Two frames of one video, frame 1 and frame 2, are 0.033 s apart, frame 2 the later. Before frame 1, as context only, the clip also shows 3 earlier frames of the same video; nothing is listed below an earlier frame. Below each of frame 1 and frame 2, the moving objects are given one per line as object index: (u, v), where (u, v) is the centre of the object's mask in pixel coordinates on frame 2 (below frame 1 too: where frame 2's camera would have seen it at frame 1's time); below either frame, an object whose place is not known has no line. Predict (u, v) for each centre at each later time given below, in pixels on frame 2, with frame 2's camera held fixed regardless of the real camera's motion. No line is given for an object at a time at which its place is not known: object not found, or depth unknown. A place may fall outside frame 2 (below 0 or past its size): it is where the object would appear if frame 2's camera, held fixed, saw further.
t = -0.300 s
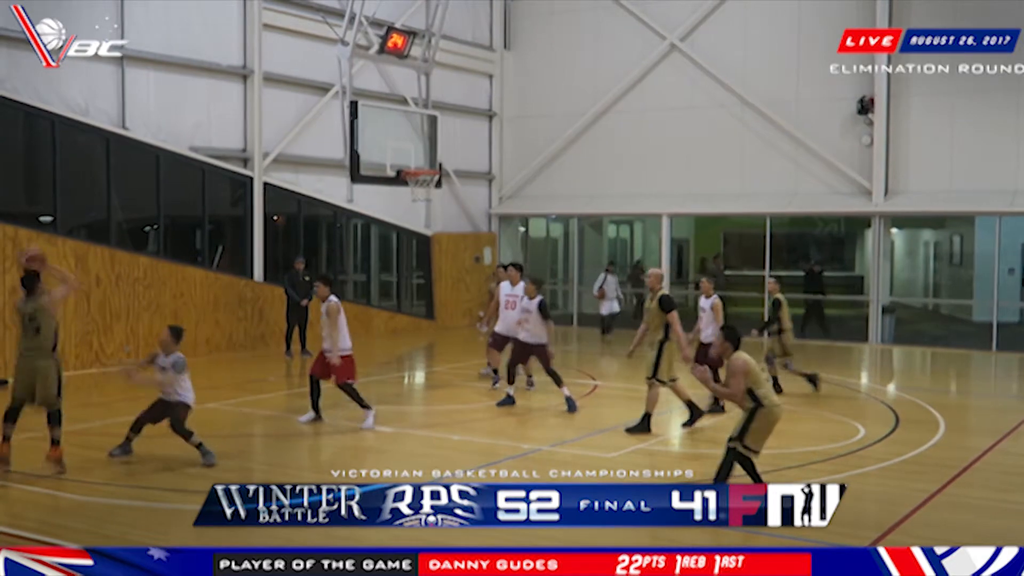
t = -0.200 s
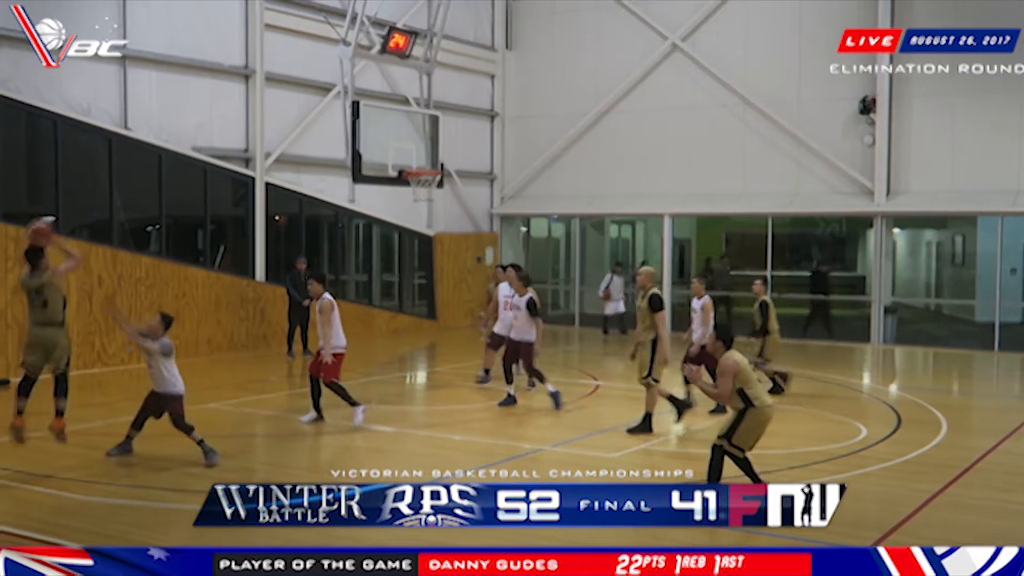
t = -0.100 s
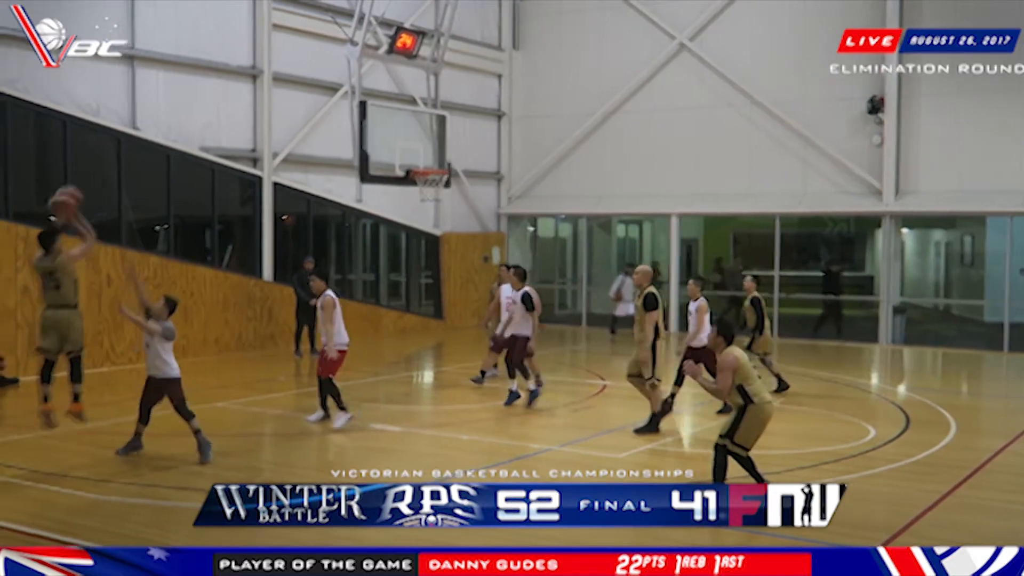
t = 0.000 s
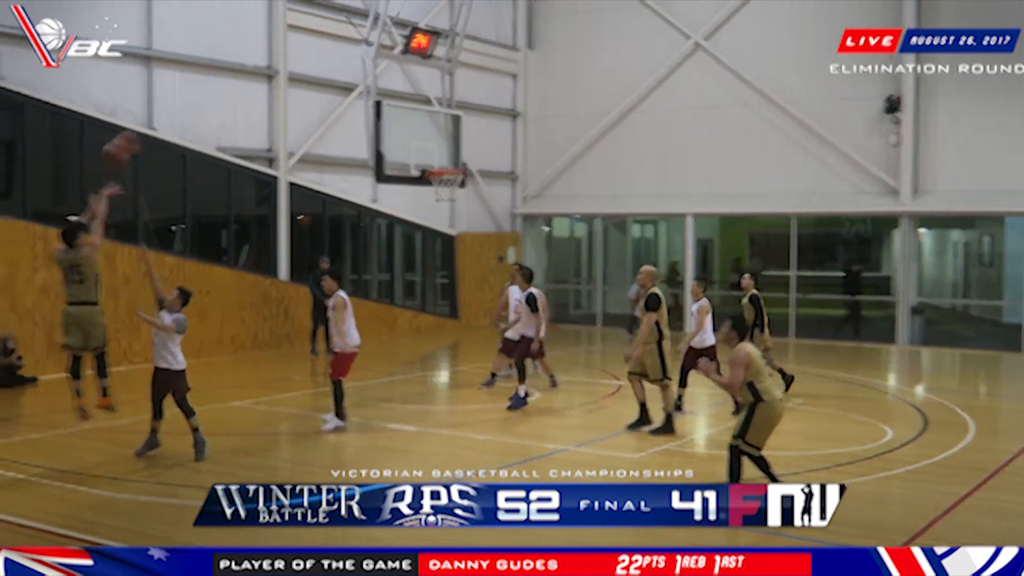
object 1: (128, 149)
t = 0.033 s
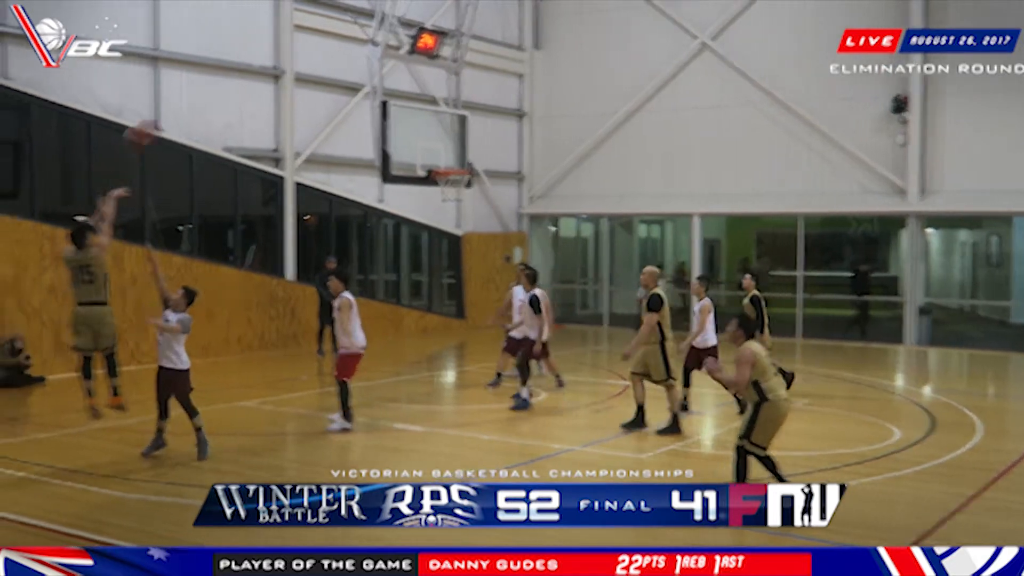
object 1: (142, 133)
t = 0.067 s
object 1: (160, 118)
